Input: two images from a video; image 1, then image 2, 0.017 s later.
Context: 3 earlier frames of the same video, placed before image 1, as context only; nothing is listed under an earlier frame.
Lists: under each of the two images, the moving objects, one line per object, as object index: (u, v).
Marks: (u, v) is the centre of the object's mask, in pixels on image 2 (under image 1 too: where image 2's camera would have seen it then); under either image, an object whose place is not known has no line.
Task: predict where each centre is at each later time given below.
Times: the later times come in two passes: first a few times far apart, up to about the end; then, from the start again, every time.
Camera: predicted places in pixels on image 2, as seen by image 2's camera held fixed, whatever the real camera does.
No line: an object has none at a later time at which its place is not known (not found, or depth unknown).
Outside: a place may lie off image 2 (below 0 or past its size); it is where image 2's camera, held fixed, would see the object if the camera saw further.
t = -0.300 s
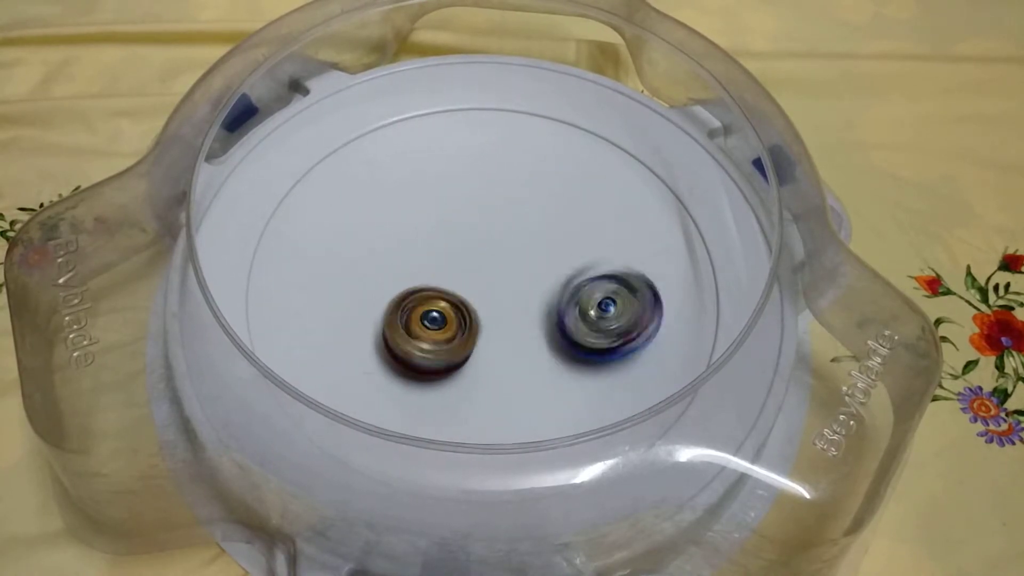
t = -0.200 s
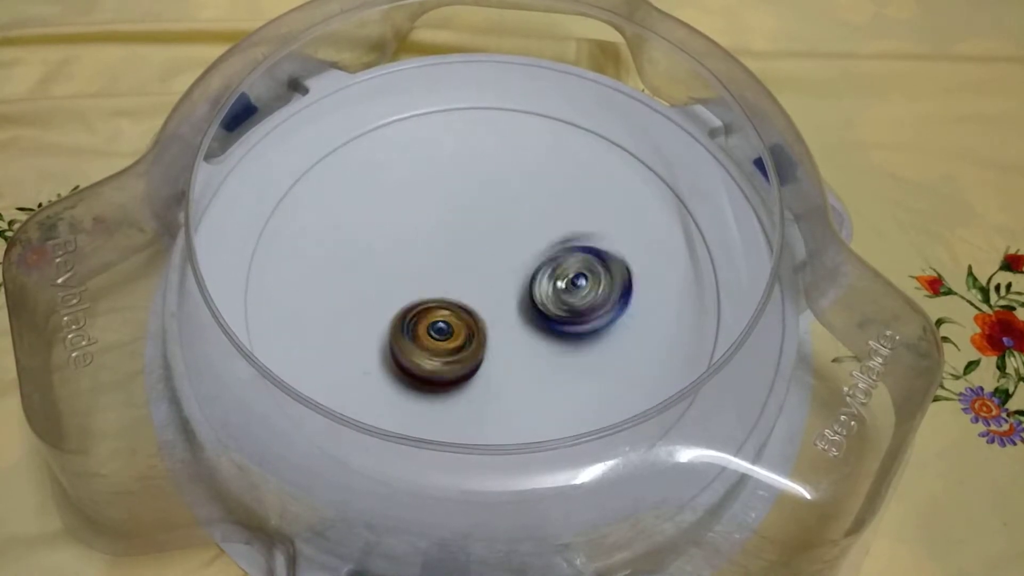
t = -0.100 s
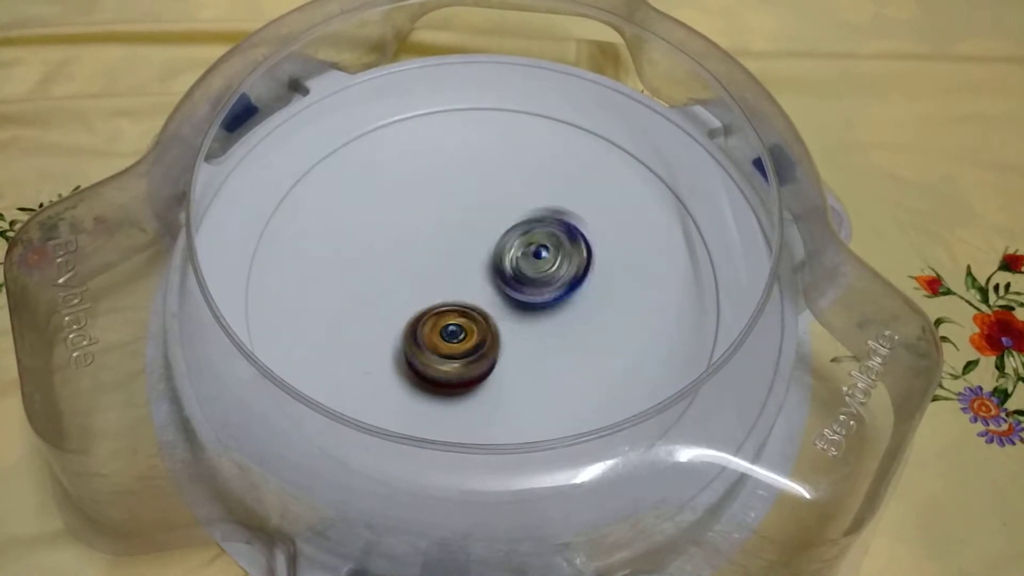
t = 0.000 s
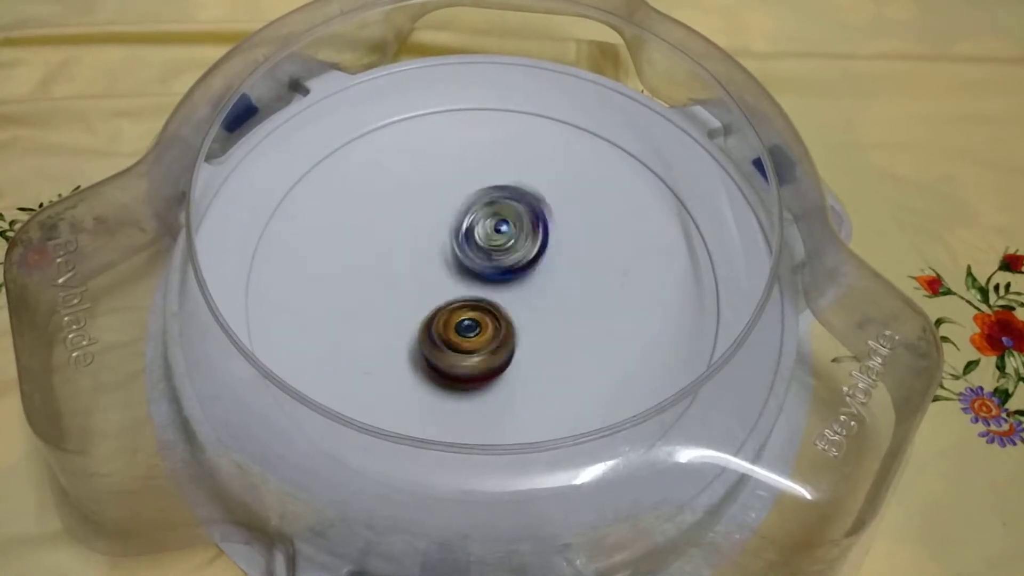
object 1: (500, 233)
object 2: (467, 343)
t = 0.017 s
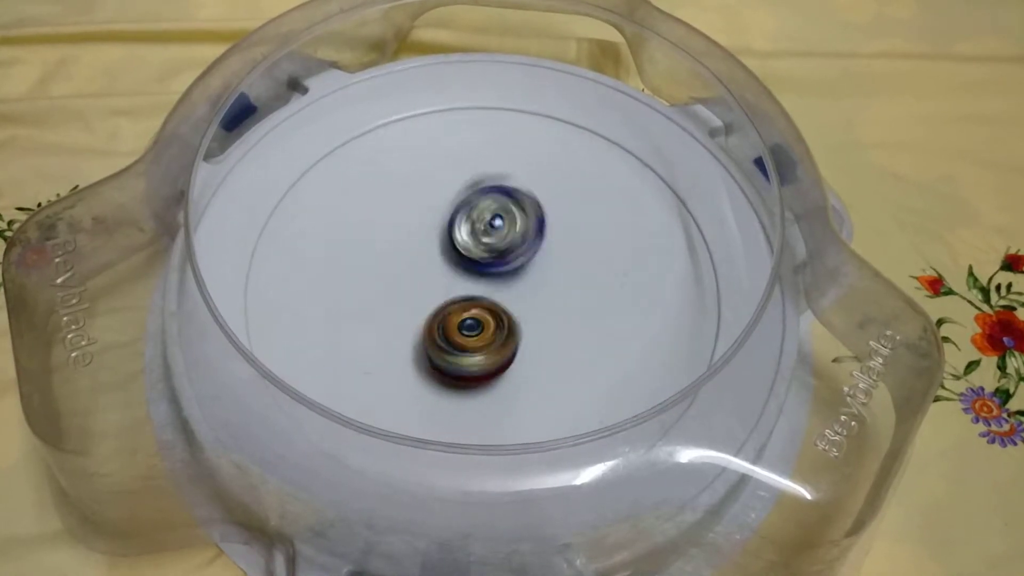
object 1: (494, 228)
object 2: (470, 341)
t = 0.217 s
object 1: (418, 188)
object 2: (500, 306)
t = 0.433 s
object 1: (384, 188)
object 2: (511, 257)
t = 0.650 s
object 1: (364, 259)
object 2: (533, 212)
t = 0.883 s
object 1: (394, 330)
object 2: (537, 203)
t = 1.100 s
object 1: (464, 369)
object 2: (506, 224)
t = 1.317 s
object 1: (516, 359)
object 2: (483, 266)
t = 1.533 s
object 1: (548, 350)
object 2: (470, 293)
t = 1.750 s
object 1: (548, 346)
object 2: (467, 298)
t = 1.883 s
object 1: (545, 349)
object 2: (468, 301)
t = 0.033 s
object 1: (487, 225)
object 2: (473, 339)
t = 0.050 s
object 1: (480, 219)
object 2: (475, 337)
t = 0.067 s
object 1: (472, 217)
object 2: (478, 335)
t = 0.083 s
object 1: (467, 212)
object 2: (480, 333)
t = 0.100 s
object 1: (459, 210)
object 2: (483, 330)
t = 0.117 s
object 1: (453, 205)
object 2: (488, 325)
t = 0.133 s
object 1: (445, 203)
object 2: (489, 323)
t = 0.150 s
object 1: (441, 199)
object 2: (490, 321)
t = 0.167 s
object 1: (434, 197)
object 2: (493, 317)
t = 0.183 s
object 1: (429, 193)
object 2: (495, 313)
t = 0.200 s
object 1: (423, 190)
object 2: (498, 310)
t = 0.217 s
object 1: (418, 188)
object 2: (500, 306)
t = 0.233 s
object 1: (414, 185)
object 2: (502, 303)
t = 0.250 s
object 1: (409, 184)
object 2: (504, 299)
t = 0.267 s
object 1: (406, 181)
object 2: (505, 296)
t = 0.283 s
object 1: (399, 181)
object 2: (508, 292)
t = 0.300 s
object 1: (398, 179)
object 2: (509, 288)
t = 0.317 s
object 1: (395, 179)
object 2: (510, 284)
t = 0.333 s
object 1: (392, 178)
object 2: (510, 281)
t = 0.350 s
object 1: (390, 179)
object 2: (512, 275)
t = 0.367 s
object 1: (388, 179)
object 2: (512, 273)
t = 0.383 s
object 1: (388, 179)
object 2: (512, 270)
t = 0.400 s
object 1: (386, 182)
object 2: (513, 265)
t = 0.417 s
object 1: (386, 183)
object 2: (513, 260)
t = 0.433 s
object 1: (384, 188)
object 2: (511, 257)
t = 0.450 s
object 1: (387, 189)
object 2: (511, 255)
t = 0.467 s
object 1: (387, 193)
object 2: (510, 252)
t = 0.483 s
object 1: (389, 196)
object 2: (508, 248)
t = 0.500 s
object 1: (389, 200)
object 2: (508, 245)
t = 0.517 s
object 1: (391, 205)
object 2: (505, 242)
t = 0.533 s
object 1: (394, 209)
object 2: (504, 240)
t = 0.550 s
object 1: (395, 215)
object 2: (502, 236)
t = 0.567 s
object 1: (398, 220)
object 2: (500, 234)
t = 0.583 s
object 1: (396, 228)
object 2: (501, 230)
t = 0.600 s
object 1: (385, 235)
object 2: (511, 225)
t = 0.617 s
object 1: (377, 243)
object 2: (519, 219)
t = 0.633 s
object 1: (369, 251)
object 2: (526, 215)
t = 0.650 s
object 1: (364, 259)
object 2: (533, 212)
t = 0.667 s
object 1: (360, 265)
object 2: (537, 209)
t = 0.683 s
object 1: (357, 270)
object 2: (541, 207)
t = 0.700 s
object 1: (358, 277)
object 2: (543, 205)
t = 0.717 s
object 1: (358, 282)
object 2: (545, 204)
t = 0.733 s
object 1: (359, 287)
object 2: (546, 203)
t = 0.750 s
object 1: (362, 293)
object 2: (546, 203)
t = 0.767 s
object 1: (363, 298)
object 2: (546, 202)
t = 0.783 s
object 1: (366, 302)
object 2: (545, 202)
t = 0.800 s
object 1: (371, 307)
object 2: (544, 202)
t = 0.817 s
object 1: (375, 311)
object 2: (544, 201)
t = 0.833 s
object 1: (378, 317)
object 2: (542, 202)
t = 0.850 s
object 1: (384, 322)
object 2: (541, 202)
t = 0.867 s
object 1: (390, 327)
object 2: (539, 203)
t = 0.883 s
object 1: (394, 330)
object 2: (537, 203)
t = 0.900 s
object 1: (400, 336)
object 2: (535, 204)
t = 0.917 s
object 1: (407, 340)
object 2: (533, 205)
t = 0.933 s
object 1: (412, 343)
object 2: (531, 206)
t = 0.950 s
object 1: (416, 346)
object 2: (528, 207)
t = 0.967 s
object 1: (423, 352)
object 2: (526, 208)
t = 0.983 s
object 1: (430, 355)
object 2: (523, 210)
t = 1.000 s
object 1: (434, 358)
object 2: (521, 212)
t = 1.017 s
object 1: (438, 359)
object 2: (519, 213)
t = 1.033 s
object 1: (443, 362)
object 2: (516, 215)
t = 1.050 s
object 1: (450, 366)
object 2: (514, 217)
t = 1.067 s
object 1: (456, 368)
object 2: (511, 220)
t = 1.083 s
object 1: (460, 368)
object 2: (509, 222)
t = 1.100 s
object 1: (464, 369)
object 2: (506, 224)
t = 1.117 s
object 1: (470, 369)
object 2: (504, 227)
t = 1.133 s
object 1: (474, 371)
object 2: (502, 229)
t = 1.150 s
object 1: (479, 372)
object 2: (499, 233)
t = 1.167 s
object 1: (484, 370)
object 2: (498, 236)
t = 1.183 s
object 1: (486, 371)
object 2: (496, 239)
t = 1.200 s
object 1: (489, 370)
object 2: (493, 242)
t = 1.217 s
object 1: (494, 368)
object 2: (492, 245)
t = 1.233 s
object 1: (498, 368)
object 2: (490, 249)
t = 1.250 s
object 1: (502, 366)
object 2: (489, 252)
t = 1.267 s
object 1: (507, 364)
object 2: (487, 256)
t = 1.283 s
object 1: (510, 362)
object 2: (486, 258)
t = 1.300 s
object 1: (513, 360)
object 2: (485, 262)
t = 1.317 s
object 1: (516, 359)
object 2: (483, 266)
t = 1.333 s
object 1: (518, 358)
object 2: (483, 269)
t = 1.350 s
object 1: (523, 356)
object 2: (482, 272)
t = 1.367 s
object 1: (527, 354)
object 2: (481, 276)
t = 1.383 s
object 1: (530, 353)
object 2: (481, 279)
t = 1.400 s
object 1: (534, 352)
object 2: (480, 282)
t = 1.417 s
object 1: (536, 350)
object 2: (481, 285)
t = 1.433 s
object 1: (539, 350)
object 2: (479, 287)
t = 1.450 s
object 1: (543, 349)
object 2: (478, 289)
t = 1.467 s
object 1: (545, 348)
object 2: (478, 290)
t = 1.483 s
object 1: (546, 348)
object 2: (475, 294)
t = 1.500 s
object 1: (548, 350)
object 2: (474, 292)
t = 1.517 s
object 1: (548, 350)
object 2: (472, 292)
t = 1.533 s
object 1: (548, 350)
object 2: (470, 293)
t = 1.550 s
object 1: (546, 350)
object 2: (470, 292)
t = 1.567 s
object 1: (546, 350)
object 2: (470, 292)
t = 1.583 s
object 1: (546, 349)
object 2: (469, 292)
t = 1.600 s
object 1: (546, 349)
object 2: (468, 294)
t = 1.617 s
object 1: (546, 348)
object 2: (468, 295)
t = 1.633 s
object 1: (547, 347)
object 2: (468, 294)
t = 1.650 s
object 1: (548, 347)
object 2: (467, 296)
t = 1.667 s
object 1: (548, 346)
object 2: (468, 296)
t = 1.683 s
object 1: (549, 346)
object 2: (468, 296)
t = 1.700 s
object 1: (549, 346)
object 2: (468, 297)
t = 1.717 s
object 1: (549, 346)
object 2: (467, 299)
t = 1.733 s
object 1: (549, 346)
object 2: (467, 298)
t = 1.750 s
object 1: (548, 346)
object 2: (467, 298)
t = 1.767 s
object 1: (548, 346)
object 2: (467, 300)
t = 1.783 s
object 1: (547, 347)
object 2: (467, 300)
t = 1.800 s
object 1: (546, 348)
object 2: (468, 299)
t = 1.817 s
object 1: (546, 348)
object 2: (467, 301)
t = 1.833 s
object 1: (545, 348)
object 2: (467, 300)
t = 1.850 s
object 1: (545, 349)
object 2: (467, 301)
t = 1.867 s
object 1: (545, 349)
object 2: (468, 301)
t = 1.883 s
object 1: (545, 349)
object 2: (468, 301)
